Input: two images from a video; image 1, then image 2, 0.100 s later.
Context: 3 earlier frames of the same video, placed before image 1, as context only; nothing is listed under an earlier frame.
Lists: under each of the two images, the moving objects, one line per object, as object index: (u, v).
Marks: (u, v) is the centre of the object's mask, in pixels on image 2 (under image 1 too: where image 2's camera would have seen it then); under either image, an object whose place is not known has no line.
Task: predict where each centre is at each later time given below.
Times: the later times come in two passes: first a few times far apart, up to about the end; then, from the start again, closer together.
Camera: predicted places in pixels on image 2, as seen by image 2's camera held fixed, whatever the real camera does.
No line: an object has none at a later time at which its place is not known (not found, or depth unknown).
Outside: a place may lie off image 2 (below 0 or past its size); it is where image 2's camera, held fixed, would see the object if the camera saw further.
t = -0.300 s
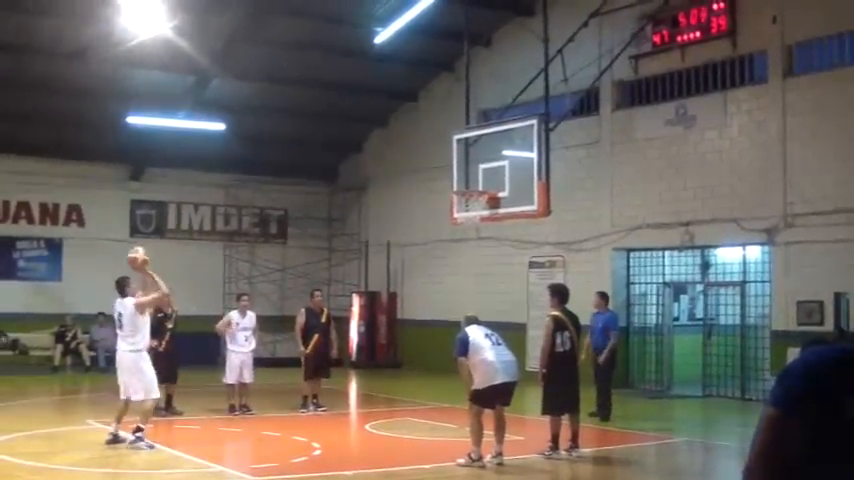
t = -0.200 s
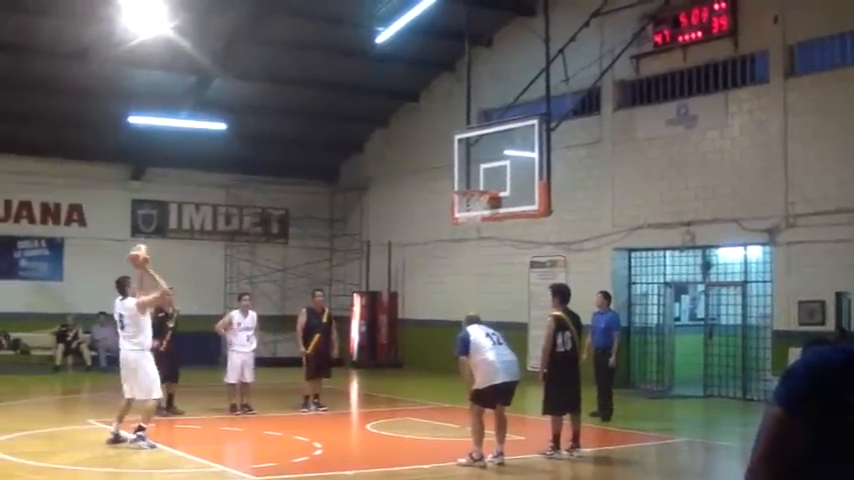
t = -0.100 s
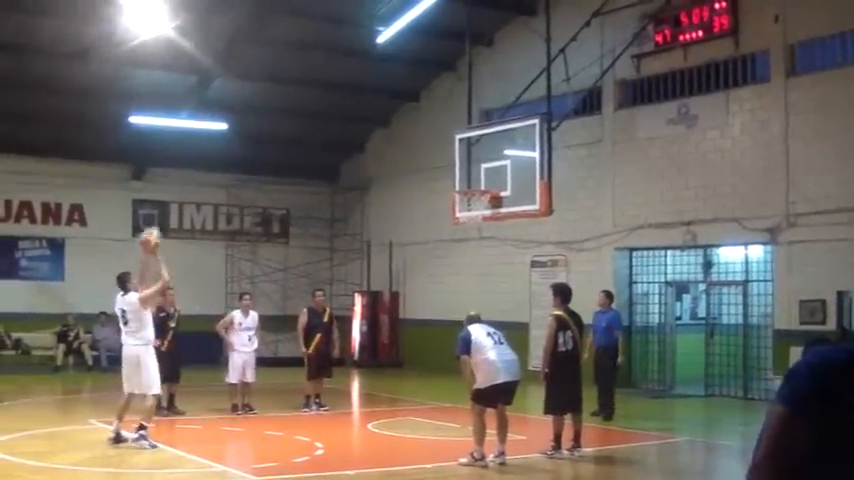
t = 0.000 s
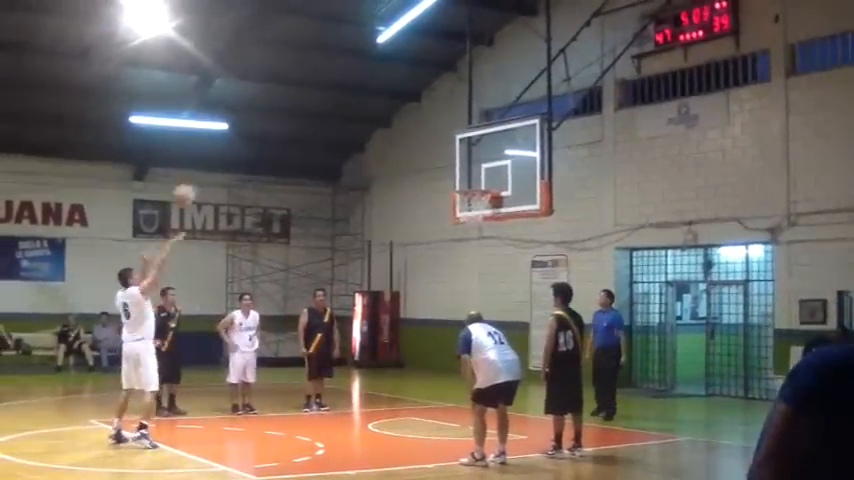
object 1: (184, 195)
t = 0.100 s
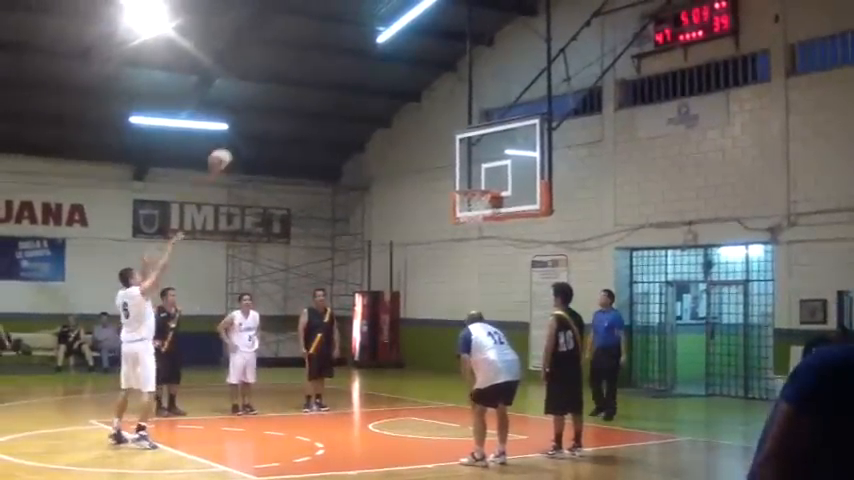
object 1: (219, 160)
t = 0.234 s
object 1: (264, 126)
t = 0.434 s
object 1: (327, 105)
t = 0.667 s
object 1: (392, 120)
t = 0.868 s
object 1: (443, 162)
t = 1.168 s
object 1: (477, 207)
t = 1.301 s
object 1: (470, 207)
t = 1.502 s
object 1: (457, 234)
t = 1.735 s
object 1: (444, 302)
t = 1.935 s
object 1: (430, 387)
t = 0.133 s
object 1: (231, 150)
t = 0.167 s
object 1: (242, 141)
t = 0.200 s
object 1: (253, 133)
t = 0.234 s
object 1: (264, 126)
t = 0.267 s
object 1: (274, 120)
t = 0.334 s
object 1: (296, 111)
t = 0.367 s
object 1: (306, 109)
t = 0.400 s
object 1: (316, 107)
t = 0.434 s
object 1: (327, 105)
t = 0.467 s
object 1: (336, 105)
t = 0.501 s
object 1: (346, 106)
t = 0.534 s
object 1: (356, 107)
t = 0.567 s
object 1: (364, 109)
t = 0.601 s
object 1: (374, 112)
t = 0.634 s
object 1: (383, 115)
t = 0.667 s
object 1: (392, 120)
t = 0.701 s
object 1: (400, 126)
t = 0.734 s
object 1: (409, 132)
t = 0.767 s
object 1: (417, 139)
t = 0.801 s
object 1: (427, 146)
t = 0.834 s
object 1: (435, 154)
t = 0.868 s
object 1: (443, 162)
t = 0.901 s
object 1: (452, 175)
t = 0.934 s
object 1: (461, 182)
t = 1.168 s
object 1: (477, 207)
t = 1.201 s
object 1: (476, 207)
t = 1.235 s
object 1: (475, 206)
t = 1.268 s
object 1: (474, 207)
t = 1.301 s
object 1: (470, 207)
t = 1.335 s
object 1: (467, 212)
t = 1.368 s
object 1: (465, 212)
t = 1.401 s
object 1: (464, 219)
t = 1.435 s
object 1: (460, 223)
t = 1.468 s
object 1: (460, 228)
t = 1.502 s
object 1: (457, 234)
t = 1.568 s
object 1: (453, 250)
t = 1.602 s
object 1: (451, 259)
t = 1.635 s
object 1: (449, 268)
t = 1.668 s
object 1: (447, 278)
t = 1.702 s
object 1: (445, 289)
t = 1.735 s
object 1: (444, 302)
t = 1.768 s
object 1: (443, 315)
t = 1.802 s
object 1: (439, 330)
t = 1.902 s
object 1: (433, 372)
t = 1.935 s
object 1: (430, 387)
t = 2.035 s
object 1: (426, 397)
